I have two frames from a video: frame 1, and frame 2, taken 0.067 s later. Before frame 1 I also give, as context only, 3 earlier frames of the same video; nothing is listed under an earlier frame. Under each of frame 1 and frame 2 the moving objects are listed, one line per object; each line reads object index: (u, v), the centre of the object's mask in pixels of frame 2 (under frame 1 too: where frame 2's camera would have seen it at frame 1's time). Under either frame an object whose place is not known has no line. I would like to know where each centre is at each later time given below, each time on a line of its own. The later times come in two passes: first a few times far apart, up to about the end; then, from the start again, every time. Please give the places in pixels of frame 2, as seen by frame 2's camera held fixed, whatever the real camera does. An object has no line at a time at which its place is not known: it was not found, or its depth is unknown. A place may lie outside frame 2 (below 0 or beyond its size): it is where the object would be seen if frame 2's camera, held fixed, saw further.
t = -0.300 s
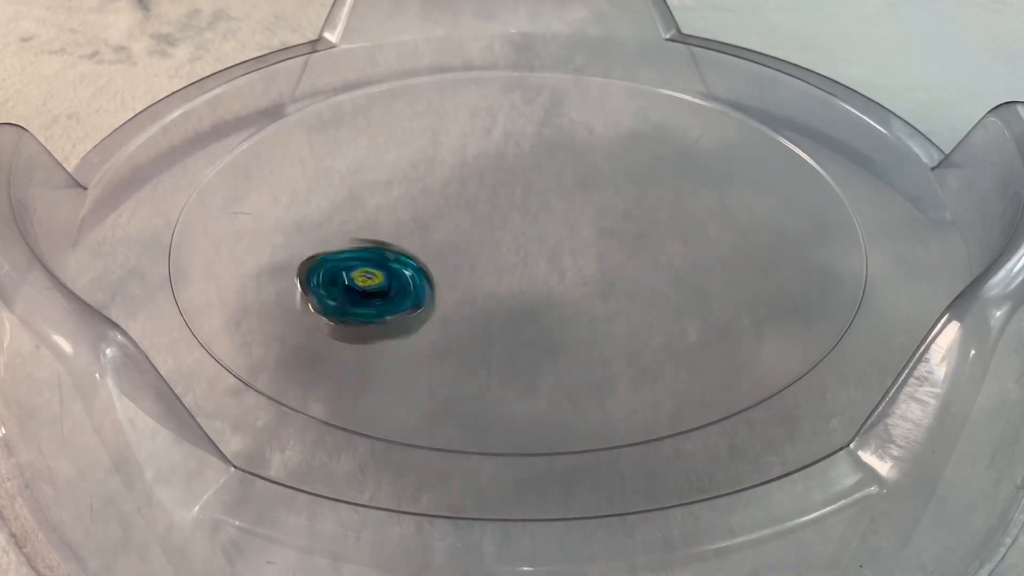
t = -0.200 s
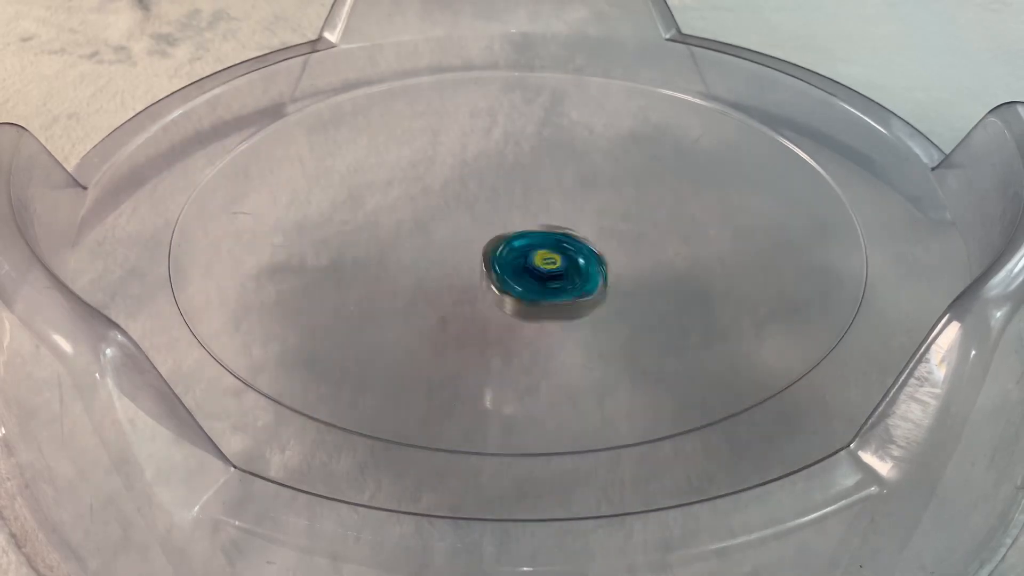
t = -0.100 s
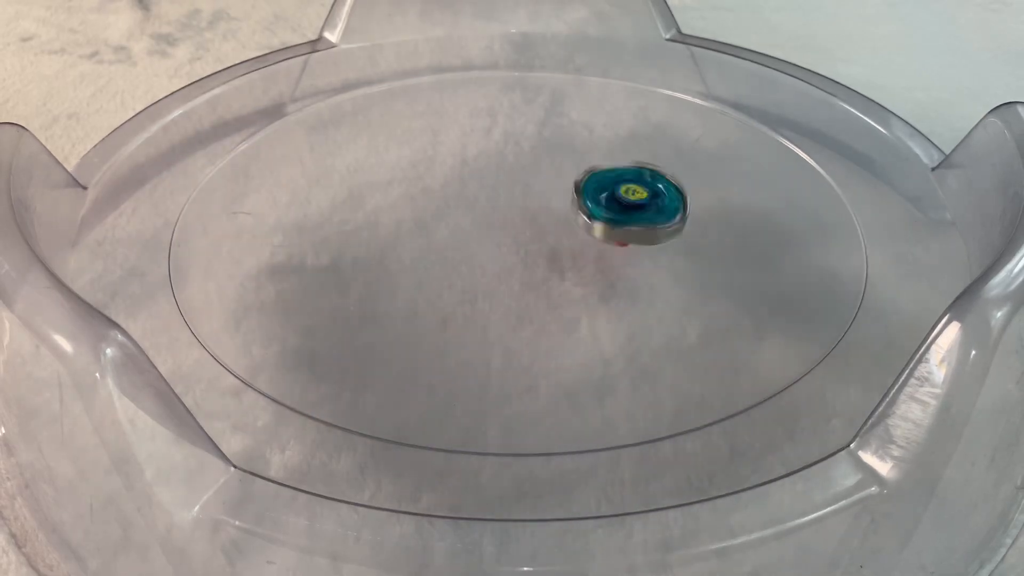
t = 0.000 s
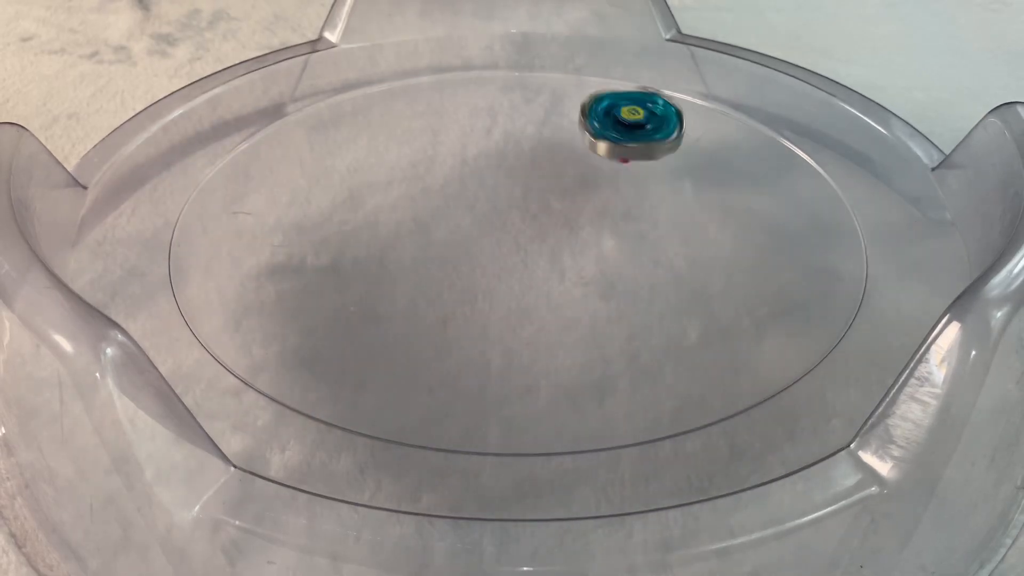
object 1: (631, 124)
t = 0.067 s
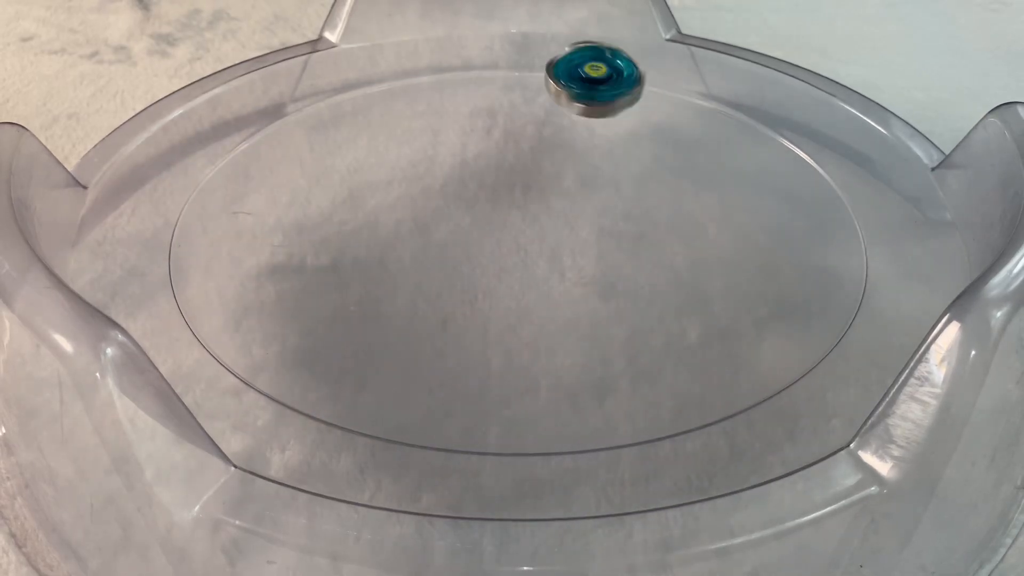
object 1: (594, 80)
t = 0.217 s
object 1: (452, 54)
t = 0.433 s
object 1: (366, 190)
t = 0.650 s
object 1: (670, 251)
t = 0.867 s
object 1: (774, 113)
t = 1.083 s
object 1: (556, 97)
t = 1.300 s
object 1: (448, 254)
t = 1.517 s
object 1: (725, 336)
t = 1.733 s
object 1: (813, 205)
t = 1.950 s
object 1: (524, 167)
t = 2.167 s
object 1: (306, 254)
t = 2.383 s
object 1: (465, 384)
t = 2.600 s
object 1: (680, 248)
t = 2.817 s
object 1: (513, 125)
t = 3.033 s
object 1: (272, 110)
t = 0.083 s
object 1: (582, 69)
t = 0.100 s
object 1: (569, 61)
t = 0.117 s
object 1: (555, 53)
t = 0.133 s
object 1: (539, 45)
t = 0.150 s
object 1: (522, 42)
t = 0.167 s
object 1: (503, 44)
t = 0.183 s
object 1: (485, 50)
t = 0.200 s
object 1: (468, 52)
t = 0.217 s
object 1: (452, 54)
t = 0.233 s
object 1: (435, 56)
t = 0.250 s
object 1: (420, 60)
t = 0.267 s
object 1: (405, 66)
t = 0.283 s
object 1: (392, 72)
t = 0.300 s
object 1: (379, 79)
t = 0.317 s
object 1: (369, 89)
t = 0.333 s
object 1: (360, 100)
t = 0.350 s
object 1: (354, 113)
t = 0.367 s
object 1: (350, 128)
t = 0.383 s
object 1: (349, 143)
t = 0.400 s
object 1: (351, 159)
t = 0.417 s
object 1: (357, 174)
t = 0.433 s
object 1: (366, 190)
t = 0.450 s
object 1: (380, 205)
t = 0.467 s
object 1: (396, 218)
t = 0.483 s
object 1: (415, 231)
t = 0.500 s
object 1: (436, 242)
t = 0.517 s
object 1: (461, 251)
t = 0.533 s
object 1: (486, 257)
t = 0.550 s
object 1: (512, 262)
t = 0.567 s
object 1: (540, 265)
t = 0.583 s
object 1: (566, 265)
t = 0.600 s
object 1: (593, 264)
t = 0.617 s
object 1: (620, 262)
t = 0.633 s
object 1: (646, 257)
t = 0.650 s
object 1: (670, 251)
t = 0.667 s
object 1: (695, 243)
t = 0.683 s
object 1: (717, 234)
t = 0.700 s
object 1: (737, 223)
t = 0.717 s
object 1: (754, 212)
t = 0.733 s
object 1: (770, 200)
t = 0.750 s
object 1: (783, 187)
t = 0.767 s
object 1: (793, 174)
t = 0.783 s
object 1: (802, 161)
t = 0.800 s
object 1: (808, 148)
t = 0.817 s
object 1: (813, 136)
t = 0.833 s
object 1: (807, 123)
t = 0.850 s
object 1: (790, 116)
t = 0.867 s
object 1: (774, 113)
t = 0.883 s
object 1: (761, 106)
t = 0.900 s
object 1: (748, 99)
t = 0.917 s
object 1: (735, 92)
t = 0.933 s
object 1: (722, 87)
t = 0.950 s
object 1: (707, 82)
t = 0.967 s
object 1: (691, 78)
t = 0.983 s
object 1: (673, 77)
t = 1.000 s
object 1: (656, 75)
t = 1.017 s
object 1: (636, 76)
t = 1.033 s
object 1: (616, 79)
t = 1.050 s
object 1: (597, 83)
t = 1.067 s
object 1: (577, 89)
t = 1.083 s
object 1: (556, 97)
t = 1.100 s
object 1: (538, 105)
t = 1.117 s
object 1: (520, 114)
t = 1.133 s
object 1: (503, 125)
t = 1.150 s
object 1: (488, 136)
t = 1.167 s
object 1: (475, 148)
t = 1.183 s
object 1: (463, 161)
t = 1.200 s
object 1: (454, 174)
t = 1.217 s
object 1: (447, 187)
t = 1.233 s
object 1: (442, 200)
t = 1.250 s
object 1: (440, 214)
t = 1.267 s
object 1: (440, 228)
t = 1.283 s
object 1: (443, 240)
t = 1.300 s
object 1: (448, 254)
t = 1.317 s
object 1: (456, 266)
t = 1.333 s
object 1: (466, 278)
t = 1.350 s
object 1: (478, 289)
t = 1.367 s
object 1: (494, 300)
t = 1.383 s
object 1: (512, 309)
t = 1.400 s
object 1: (532, 318)
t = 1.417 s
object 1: (555, 325)
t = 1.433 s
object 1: (580, 331)
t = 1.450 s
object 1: (606, 334)
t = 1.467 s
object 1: (635, 337)
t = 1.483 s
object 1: (665, 338)
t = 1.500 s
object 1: (694, 337)
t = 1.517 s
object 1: (725, 336)
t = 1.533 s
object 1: (756, 333)
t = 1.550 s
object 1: (784, 328)
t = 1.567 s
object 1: (805, 315)
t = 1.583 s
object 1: (813, 302)
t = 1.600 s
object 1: (818, 293)
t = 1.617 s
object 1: (826, 282)
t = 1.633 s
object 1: (833, 270)
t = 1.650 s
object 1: (838, 258)
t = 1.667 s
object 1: (842, 246)
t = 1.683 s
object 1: (840, 235)
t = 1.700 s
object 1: (833, 224)
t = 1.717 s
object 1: (825, 214)
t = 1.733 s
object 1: (813, 205)
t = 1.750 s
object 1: (797, 197)
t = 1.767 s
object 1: (780, 189)
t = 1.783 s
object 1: (761, 182)
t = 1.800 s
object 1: (740, 176)
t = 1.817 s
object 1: (716, 170)
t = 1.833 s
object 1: (693, 166)
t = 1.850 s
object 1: (668, 164)
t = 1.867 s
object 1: (644, 162)
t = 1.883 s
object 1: (620, 161)
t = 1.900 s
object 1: (595, 161)
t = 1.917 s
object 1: (572, 162)
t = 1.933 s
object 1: (548, 164)
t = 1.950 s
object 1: (524, 167)
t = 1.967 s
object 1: (503, 169)
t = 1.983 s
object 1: (481, 173)
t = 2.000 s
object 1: (460, 178)
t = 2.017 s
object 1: (441, 182)
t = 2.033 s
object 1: (422, 188)
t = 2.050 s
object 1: (403, 195)
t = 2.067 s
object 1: (386, 201)
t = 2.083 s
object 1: (369, 208)
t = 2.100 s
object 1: (354, 217)
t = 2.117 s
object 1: (340, 225)
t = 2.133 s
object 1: (326, 234)
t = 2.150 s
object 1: (315, 244)
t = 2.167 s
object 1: (306, 254)
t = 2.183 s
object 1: (299, 265)
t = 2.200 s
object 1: (294, 278)
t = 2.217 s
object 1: (293, 289)
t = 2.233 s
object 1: (293, 302)
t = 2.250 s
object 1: (297, 315)
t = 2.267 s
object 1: (304, 327)
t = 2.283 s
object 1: (313, 340)
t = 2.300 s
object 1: (327, 353)
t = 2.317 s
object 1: (346, 364)
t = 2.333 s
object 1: (369, 372)
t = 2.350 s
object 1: (399, 380)
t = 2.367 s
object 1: (431, 383)
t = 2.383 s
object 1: (465, 384)
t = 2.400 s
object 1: (500, 383)
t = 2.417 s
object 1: (531, 379)
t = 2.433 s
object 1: (560, 373)
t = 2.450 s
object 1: (589, 364)
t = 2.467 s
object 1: (612, 354)
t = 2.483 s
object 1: (633, 342)
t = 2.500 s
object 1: (650, 330)
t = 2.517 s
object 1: (663, 317)
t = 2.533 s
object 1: (674, 303)
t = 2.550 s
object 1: (681, 290)
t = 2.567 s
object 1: (683, 276)
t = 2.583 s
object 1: (683, 261)
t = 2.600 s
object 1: (680, 248)
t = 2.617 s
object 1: (674, 235)
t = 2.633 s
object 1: (667, 223)
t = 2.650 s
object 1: (657, 211)
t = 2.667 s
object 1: (647, 200)
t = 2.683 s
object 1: (635, 189)
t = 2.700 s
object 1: (621, 180)
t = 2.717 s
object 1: (608, 170)
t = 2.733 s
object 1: (594, 161)
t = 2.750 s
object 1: (578, 154)
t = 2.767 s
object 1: (563, 146)
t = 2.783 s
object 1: (547, 139)
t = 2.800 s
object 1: (530, 132)
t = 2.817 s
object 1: (513, 125)
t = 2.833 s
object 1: (494, 121)
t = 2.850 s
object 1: (477, 116)
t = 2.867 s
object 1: (458, 111)
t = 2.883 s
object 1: (440, 108)
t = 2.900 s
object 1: (421, 105)
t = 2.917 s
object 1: (403, 103)
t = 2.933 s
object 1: (383, 101)
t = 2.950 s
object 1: (365, 101)
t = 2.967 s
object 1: (346, 101)
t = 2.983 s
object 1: (326, 102)
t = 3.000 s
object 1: (308, 104)
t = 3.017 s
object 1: (289, 106)
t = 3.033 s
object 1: (272, 110)
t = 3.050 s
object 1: (255, 115)
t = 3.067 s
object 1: (240, 122)
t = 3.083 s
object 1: (228, 130)
